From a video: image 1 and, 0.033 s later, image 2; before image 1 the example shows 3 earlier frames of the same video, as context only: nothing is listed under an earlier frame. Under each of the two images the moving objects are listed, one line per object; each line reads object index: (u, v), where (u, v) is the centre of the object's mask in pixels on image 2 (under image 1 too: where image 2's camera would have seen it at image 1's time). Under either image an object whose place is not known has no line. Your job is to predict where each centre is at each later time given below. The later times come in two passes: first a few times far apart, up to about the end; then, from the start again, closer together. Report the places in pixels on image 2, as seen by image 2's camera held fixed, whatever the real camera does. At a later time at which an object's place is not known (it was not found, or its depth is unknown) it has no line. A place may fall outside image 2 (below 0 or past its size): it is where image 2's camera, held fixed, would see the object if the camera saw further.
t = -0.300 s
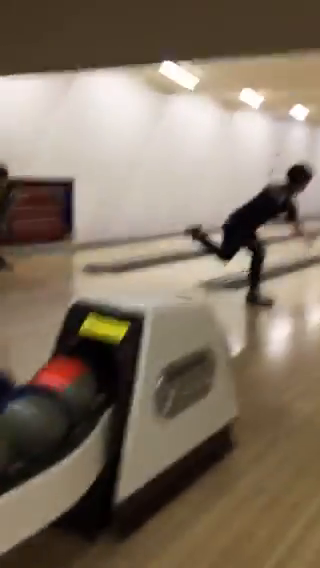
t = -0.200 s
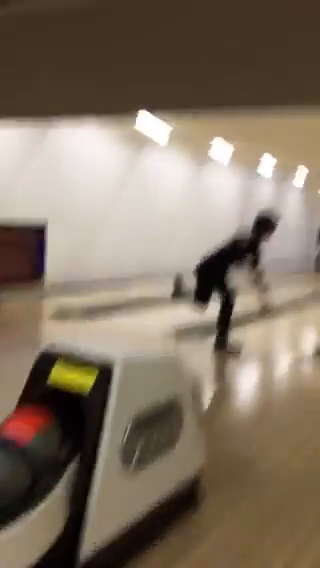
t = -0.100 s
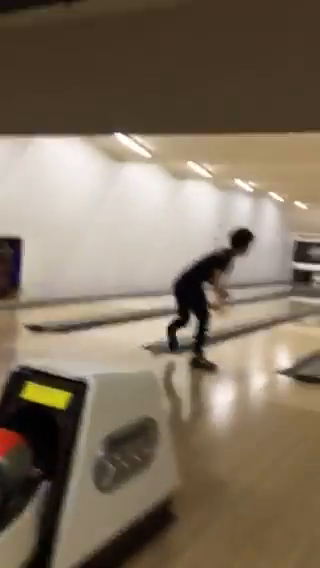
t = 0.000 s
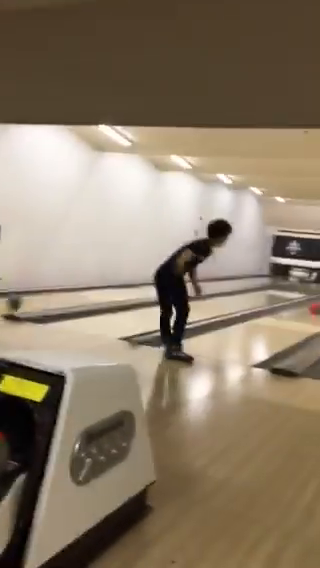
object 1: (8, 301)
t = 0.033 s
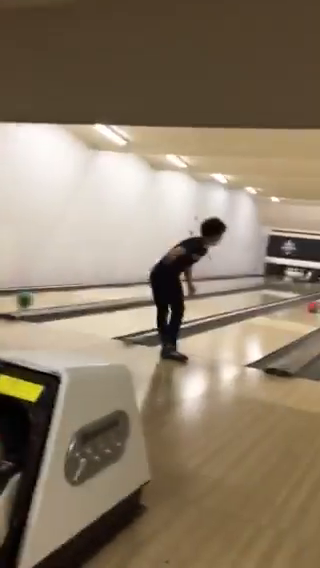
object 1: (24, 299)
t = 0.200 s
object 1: (85, 294)
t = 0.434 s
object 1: (146, 290)
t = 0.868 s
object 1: (213, 284)
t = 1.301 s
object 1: (250, 283)
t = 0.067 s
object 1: (38, 299)
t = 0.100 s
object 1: (51, 298)
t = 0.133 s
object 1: (64, 297)
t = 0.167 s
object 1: (74, 296)
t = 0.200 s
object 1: (85, 294)
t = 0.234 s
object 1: (96, 294)
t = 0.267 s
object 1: (105, 293)
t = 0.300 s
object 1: (115, 292)
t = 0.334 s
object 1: (123, 291)
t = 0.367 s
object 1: (131, 291)
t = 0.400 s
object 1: (139, 290)
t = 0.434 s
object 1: (146, 290)
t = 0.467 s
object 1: (152, 288)
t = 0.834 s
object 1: (208, 284)
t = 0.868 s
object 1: (213, 284)
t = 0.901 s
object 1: (215, 284)
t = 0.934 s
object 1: (219, 284)
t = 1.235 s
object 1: (246, 284)
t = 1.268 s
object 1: (249, 284)
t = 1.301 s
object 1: (250, 283)
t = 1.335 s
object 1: (253, 283)
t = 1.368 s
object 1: (255, 283)
